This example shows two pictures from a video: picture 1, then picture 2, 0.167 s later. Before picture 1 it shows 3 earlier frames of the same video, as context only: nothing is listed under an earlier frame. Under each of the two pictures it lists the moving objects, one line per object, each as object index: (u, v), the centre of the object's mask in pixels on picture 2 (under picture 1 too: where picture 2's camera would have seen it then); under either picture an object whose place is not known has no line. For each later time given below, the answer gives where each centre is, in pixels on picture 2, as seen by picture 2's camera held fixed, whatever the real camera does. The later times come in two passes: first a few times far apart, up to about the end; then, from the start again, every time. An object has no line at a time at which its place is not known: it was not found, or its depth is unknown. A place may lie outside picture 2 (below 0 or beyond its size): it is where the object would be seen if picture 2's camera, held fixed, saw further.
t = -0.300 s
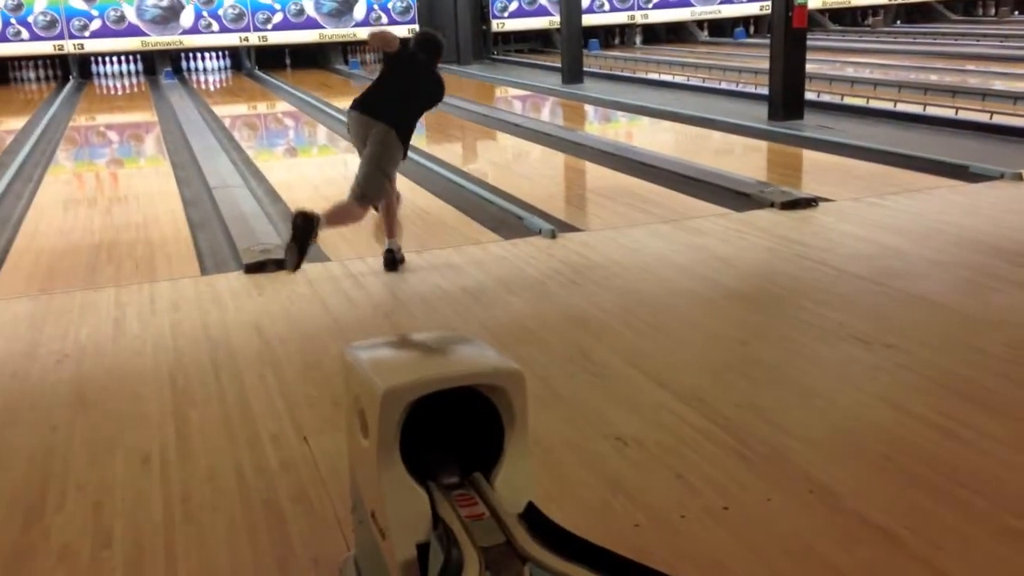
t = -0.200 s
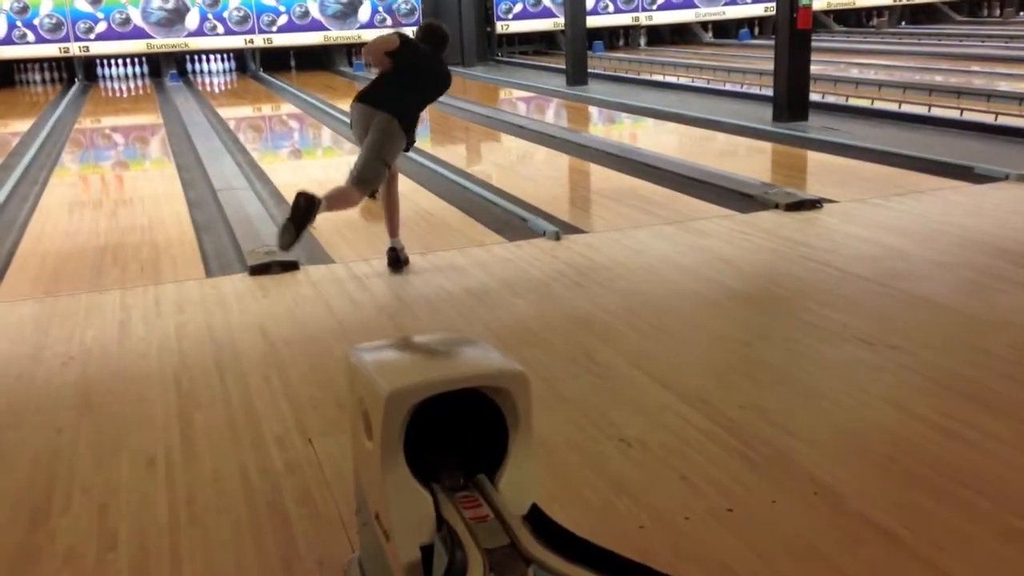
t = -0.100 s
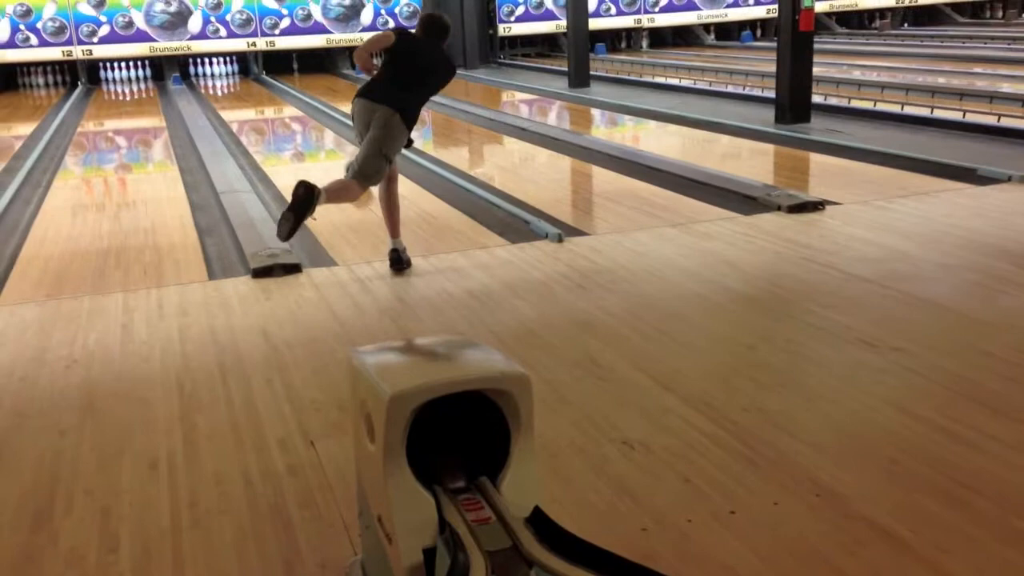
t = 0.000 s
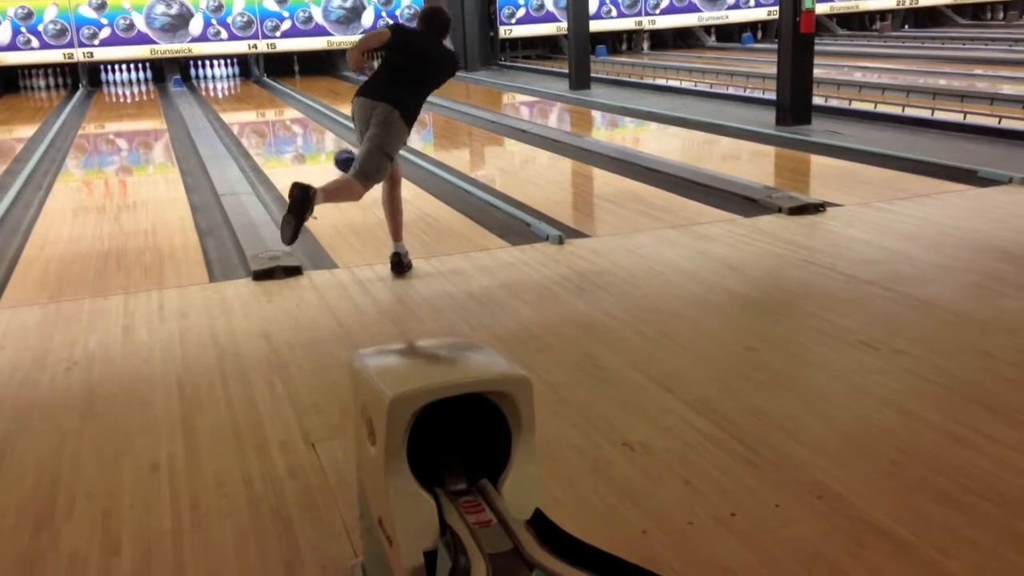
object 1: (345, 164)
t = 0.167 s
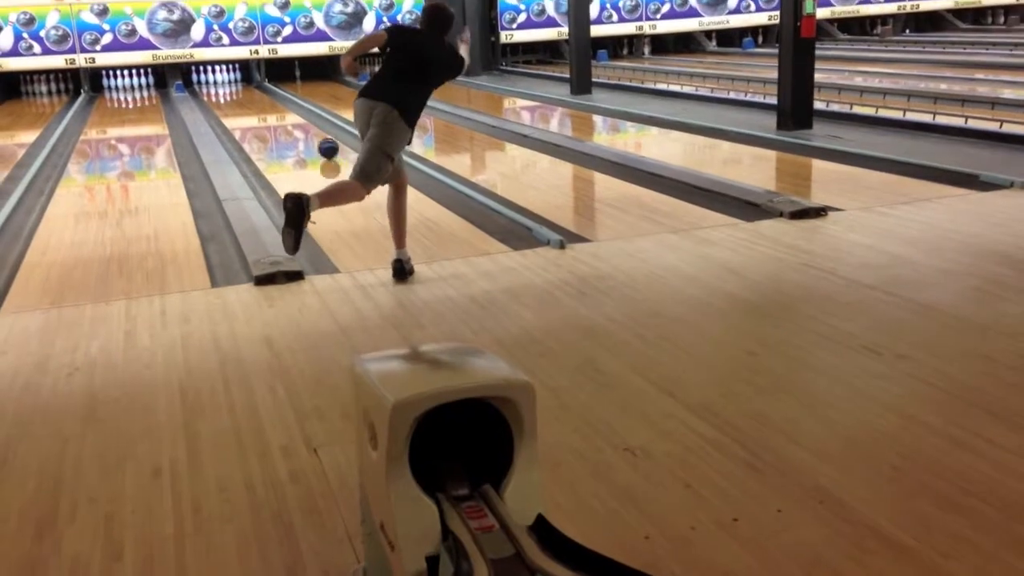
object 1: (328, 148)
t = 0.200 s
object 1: (325, 145)
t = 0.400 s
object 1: (308, 130)
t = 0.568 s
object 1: (296, 120)
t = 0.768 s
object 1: (282, 108)
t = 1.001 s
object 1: (270, 99)
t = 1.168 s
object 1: (262, 94)
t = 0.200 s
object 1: (325, 145)
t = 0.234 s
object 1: (322, 142)
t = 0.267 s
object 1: (319, 139)
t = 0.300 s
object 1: (316, 137)
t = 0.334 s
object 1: (313, 134)
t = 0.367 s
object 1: (310, 132)
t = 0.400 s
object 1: (308, 130)
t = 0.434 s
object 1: (305, 128)
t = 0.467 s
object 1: (303, 126)
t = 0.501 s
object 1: (301, 124)
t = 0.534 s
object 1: (298, 122)
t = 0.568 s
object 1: (296, 120)
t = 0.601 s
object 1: (294, 118)
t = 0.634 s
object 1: (292, 116)
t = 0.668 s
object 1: (288, 113)
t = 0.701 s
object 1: (286, 111)
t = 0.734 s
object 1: (284, 110)
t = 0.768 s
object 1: (282, 108)
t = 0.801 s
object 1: (281, 107)
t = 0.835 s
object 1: (279, 106)
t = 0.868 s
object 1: (277, 104)
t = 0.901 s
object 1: (276, 102)
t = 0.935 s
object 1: (274, 101)
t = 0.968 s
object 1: (272, 100)
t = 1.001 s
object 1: (270, 99)
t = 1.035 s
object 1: (269, 98)
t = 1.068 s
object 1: (268, 97)
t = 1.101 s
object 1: (266, 96)
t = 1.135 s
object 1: (264, 94)
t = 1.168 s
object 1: (262, 94)
